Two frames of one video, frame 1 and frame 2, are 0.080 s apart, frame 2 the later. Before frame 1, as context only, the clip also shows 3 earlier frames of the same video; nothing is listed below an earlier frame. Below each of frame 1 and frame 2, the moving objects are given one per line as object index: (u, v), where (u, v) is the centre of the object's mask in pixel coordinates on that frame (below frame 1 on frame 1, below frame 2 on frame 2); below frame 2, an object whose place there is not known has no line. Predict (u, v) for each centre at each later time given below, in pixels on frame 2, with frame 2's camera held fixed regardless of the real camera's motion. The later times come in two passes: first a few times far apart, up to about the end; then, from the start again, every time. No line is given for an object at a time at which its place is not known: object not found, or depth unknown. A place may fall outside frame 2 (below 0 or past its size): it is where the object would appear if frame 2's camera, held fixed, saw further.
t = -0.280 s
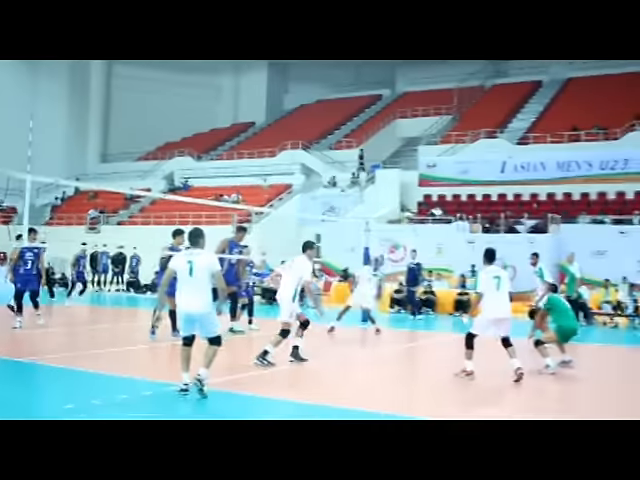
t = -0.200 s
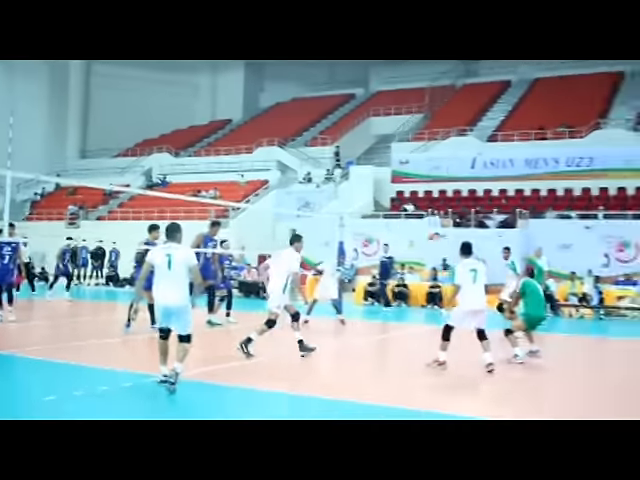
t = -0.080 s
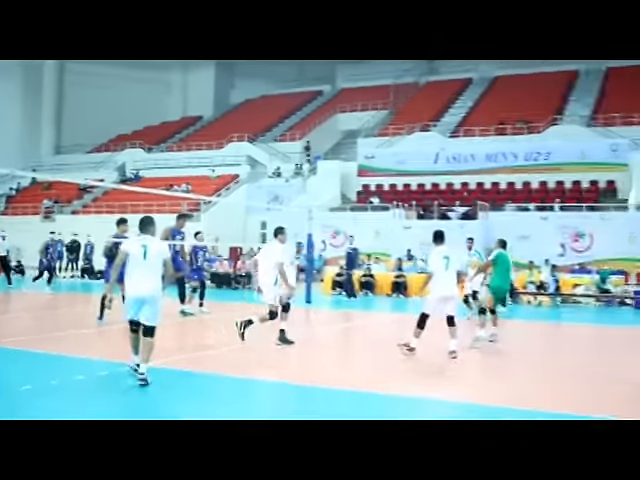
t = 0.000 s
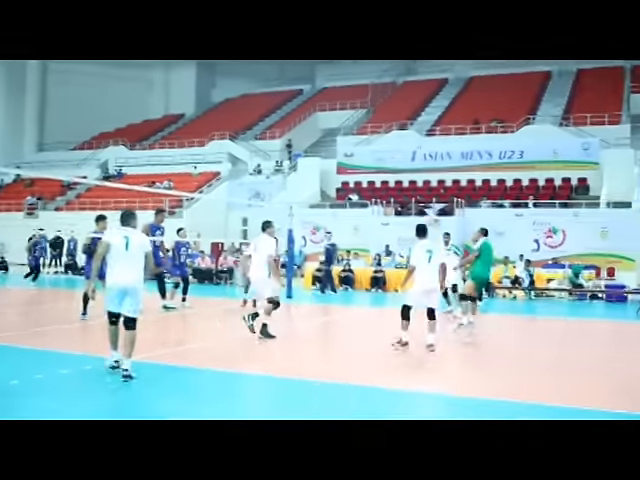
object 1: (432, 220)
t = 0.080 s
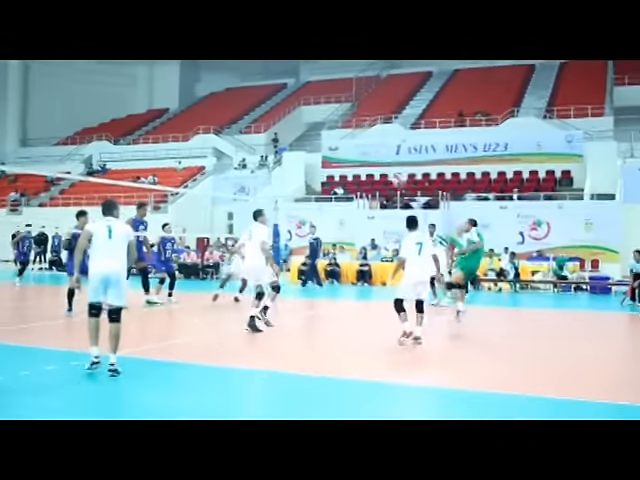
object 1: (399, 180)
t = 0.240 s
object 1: (361, 131)
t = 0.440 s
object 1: (320, 95)
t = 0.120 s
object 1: (388, 167)
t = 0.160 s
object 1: (380, 154)
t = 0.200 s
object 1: (372, 143)
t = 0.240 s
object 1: (361, 131)
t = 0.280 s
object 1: (352, 122)
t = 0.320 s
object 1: (344, 114)
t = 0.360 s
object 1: (336, 106)
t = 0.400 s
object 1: (327, 99)
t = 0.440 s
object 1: (320, 95)
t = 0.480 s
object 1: (313, 90)
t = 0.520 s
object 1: (306, 87)
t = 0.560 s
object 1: (300, 84)
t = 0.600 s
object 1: (292, 82)
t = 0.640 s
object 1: (285, 82)
